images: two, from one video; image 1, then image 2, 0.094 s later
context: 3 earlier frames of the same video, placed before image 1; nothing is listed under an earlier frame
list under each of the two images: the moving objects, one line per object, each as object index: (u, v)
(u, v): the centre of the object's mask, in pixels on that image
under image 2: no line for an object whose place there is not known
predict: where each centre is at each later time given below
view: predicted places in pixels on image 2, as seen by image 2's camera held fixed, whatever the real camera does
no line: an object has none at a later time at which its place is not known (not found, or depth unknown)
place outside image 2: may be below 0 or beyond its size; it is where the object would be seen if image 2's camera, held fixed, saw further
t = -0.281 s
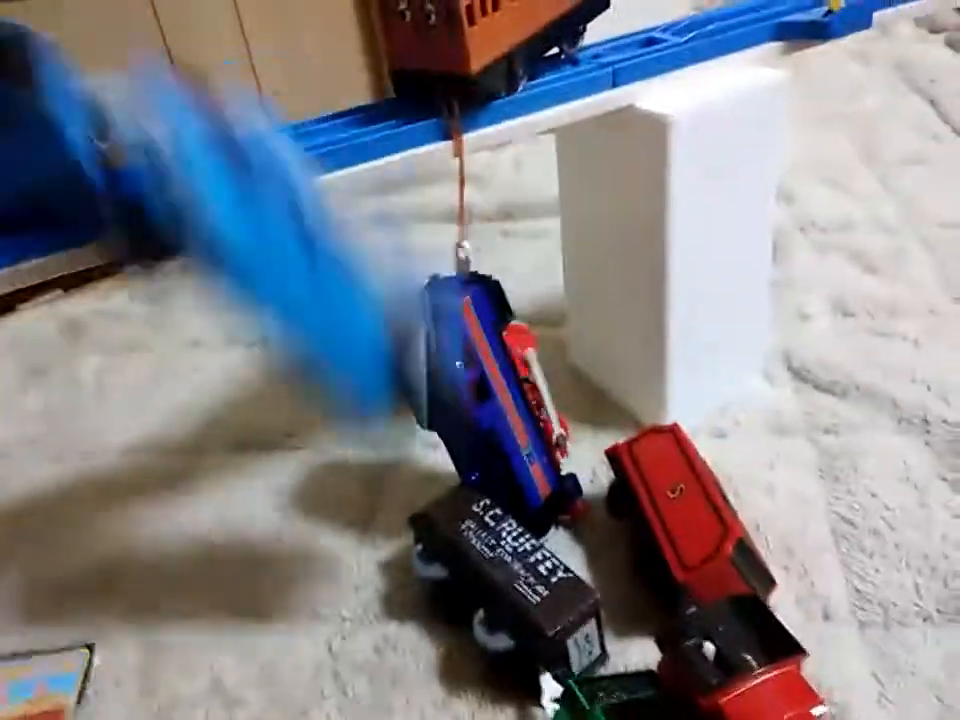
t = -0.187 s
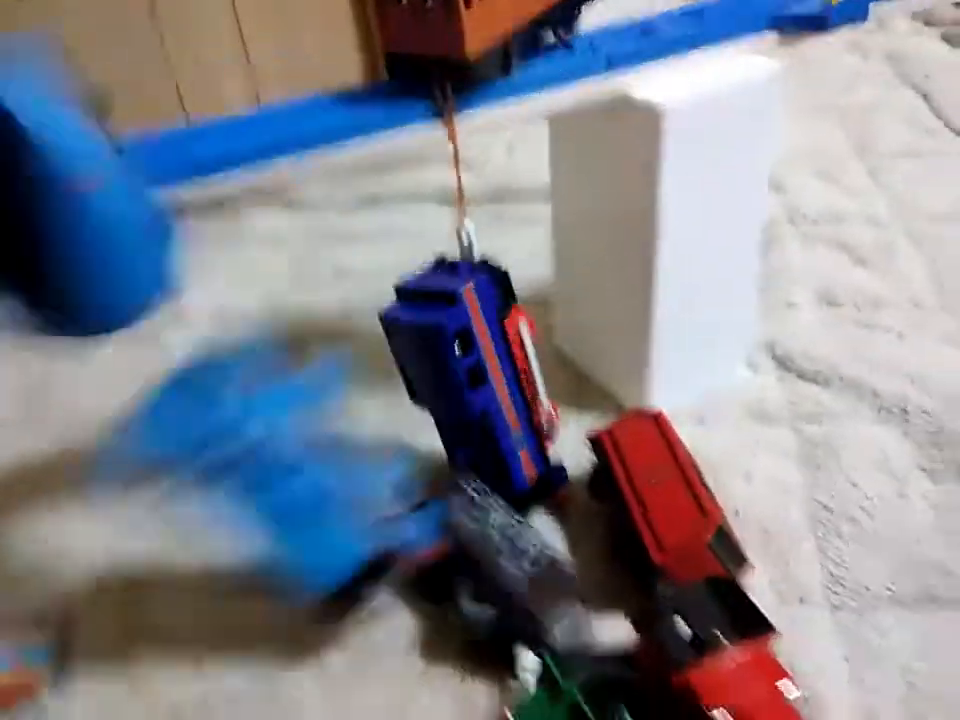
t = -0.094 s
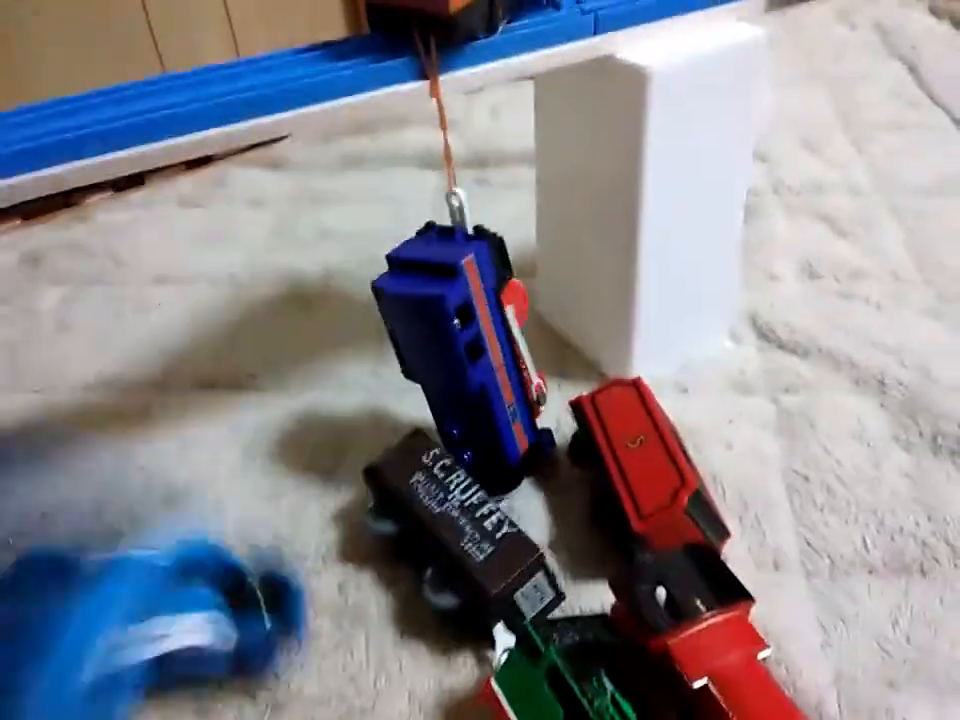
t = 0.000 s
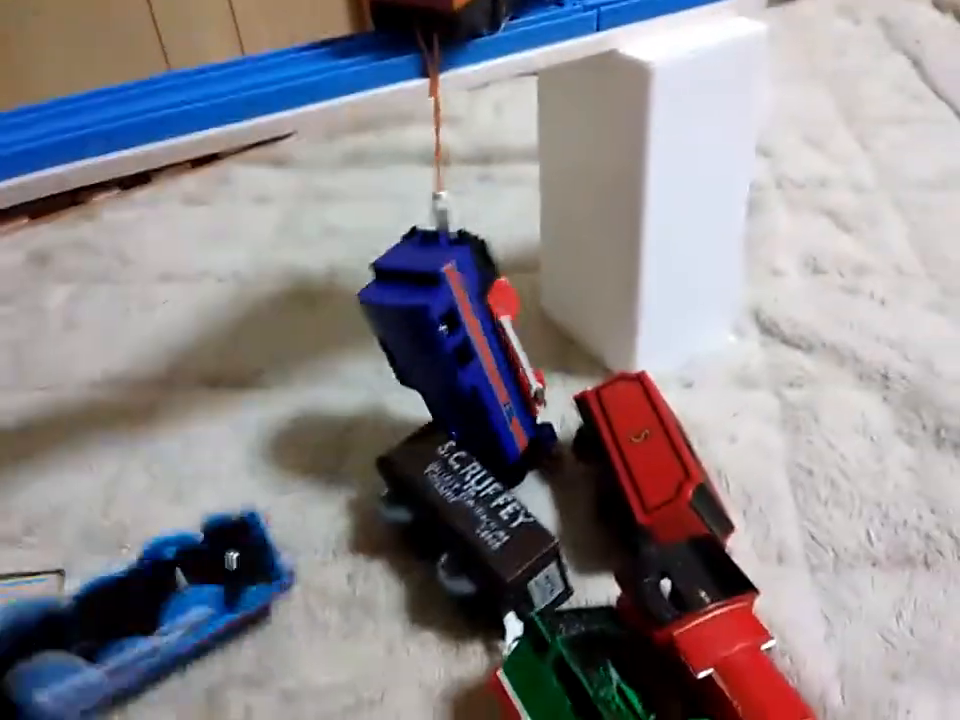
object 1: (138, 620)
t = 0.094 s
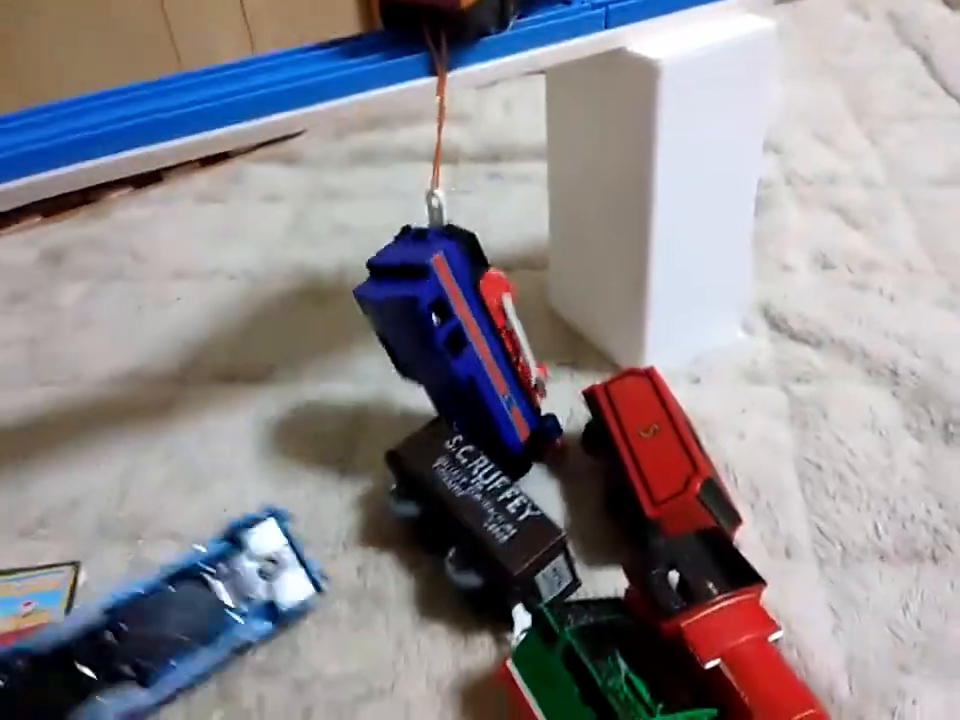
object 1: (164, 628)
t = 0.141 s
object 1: (170, 637)
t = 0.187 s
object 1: (177, 646)
